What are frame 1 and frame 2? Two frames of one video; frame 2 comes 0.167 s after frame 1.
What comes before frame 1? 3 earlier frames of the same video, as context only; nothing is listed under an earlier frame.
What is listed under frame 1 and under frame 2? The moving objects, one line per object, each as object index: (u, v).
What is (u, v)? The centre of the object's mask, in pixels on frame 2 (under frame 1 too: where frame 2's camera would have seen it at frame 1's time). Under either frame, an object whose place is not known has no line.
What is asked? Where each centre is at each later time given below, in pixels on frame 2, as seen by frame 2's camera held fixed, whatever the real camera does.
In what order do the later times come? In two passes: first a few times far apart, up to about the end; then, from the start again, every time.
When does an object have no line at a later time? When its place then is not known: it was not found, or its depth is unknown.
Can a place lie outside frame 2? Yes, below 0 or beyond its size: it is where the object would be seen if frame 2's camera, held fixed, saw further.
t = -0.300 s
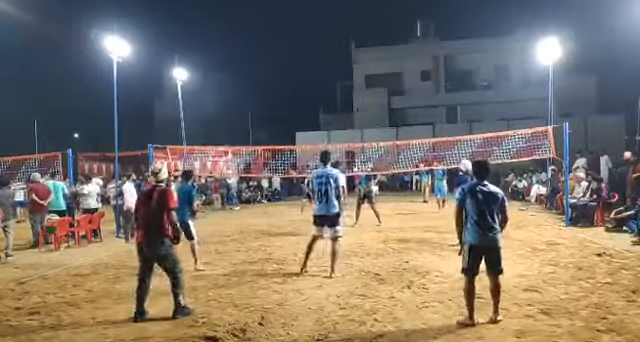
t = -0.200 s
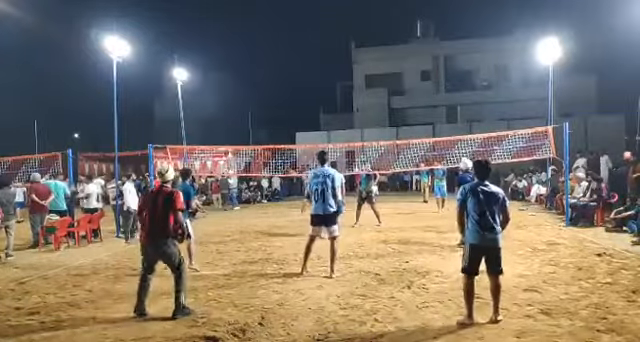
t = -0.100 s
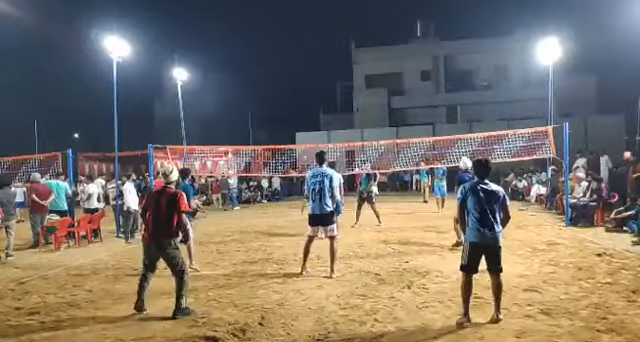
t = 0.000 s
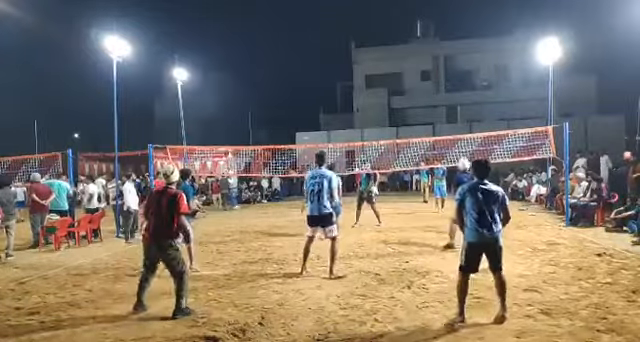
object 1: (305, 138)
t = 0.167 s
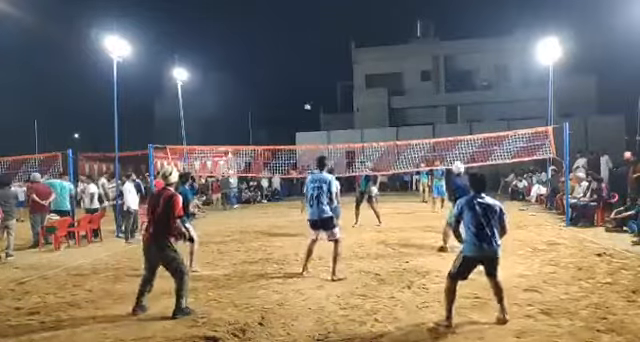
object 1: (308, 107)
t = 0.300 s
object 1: (310, 84)
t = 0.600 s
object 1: (321, 42)
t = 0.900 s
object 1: (337, 25)
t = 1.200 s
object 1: (371, 71)
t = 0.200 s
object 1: (308, 101)
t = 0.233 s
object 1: (308, 95)
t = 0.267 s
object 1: (309, 90)
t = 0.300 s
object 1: (310, 84)
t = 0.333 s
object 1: (311, 79)
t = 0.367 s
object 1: (312, 73)
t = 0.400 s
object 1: (313, 69)
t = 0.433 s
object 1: (314, 63)
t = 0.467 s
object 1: (316, 59)
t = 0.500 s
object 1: (317, 54)
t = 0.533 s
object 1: (318, 50)
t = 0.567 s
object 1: (319, 45)
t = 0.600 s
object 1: (321, 42)
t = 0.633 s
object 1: (322, 38)
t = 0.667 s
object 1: (323, 35)
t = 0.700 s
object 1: (325, 33)
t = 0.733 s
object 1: (327, 30)
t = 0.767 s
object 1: (328, 28)
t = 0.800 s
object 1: (330, 26)
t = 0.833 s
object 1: (334, 25)
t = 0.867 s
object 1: (335, 25)
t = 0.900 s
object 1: (337, 25)
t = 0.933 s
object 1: (340, 25)
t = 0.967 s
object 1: (342, 27)
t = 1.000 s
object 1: (345, 30)
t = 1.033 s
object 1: (348, 33)
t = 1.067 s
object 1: (352, 38)
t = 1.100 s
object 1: (356, 44)
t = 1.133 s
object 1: (359, 49)
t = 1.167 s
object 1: (365, 59)
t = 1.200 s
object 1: (371, 71)
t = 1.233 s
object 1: (375, 83)
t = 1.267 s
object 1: (382, 100)
